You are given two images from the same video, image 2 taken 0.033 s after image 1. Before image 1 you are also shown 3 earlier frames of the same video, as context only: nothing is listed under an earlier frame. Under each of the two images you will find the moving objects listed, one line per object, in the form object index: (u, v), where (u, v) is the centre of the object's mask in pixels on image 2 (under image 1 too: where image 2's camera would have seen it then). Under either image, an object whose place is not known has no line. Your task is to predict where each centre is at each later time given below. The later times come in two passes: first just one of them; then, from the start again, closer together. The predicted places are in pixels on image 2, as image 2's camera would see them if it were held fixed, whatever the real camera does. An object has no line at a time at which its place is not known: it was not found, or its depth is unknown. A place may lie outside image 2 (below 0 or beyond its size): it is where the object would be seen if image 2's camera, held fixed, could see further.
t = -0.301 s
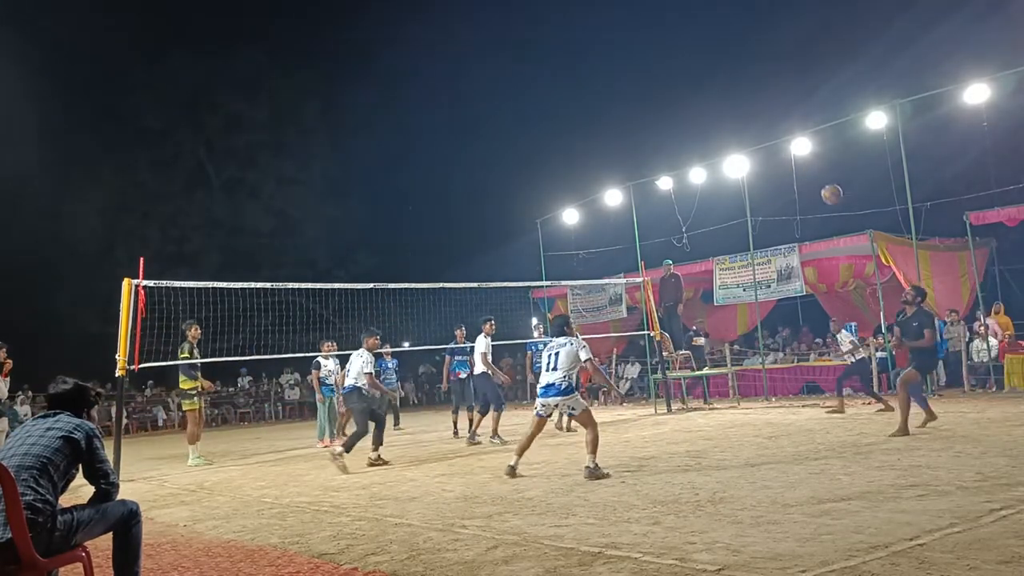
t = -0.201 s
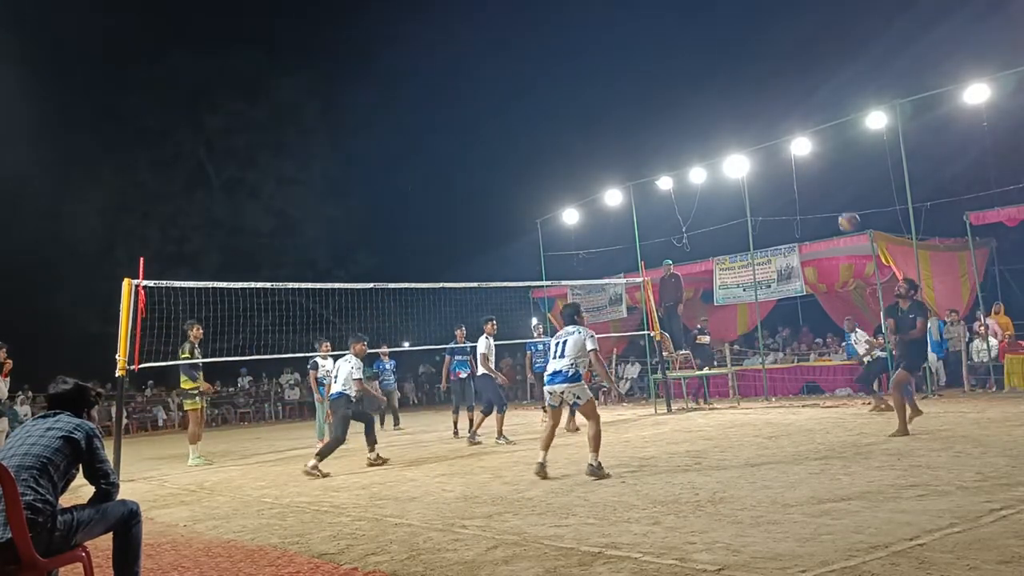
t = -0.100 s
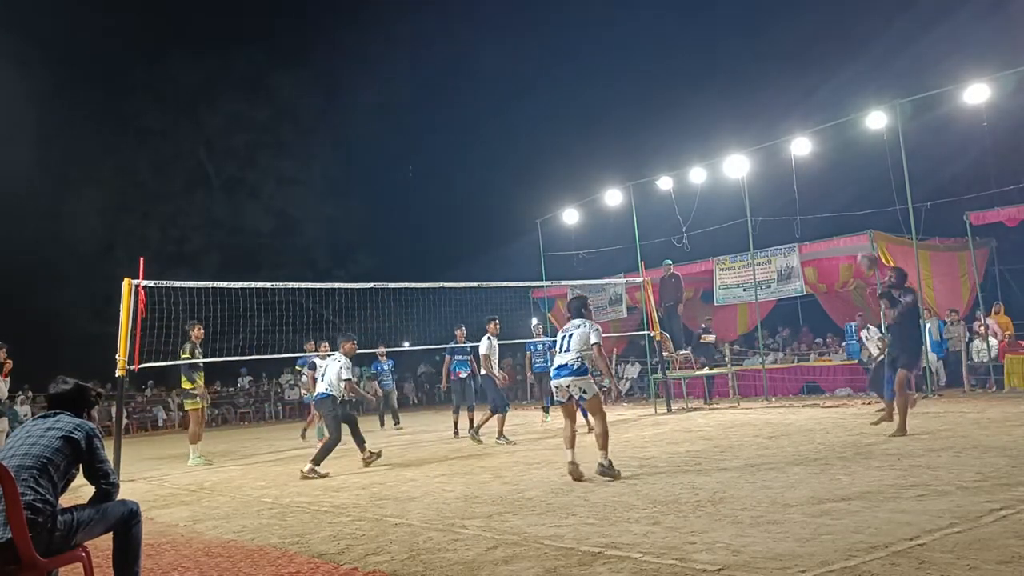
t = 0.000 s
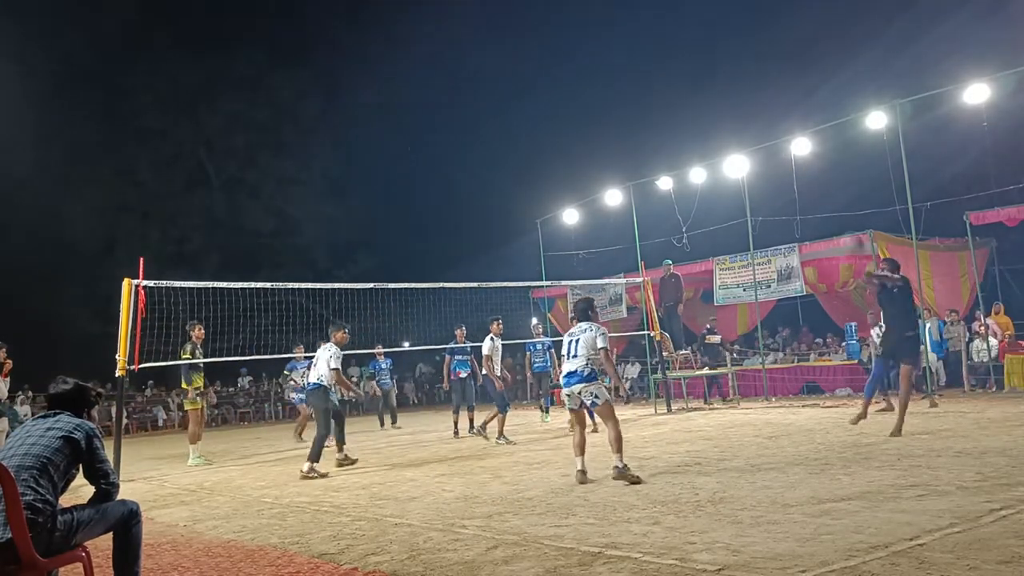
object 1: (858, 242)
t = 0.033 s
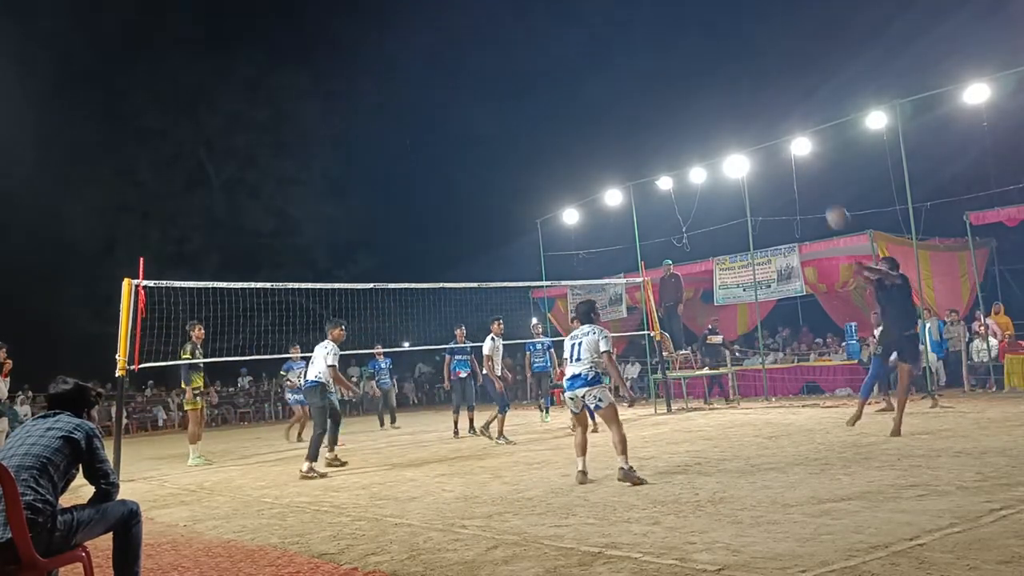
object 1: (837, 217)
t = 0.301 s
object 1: (719, 59)
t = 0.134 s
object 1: (788, 148)
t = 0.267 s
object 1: (733, 74)
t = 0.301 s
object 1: (719, 59)
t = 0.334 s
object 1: (706, 45)
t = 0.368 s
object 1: (692, 31)
